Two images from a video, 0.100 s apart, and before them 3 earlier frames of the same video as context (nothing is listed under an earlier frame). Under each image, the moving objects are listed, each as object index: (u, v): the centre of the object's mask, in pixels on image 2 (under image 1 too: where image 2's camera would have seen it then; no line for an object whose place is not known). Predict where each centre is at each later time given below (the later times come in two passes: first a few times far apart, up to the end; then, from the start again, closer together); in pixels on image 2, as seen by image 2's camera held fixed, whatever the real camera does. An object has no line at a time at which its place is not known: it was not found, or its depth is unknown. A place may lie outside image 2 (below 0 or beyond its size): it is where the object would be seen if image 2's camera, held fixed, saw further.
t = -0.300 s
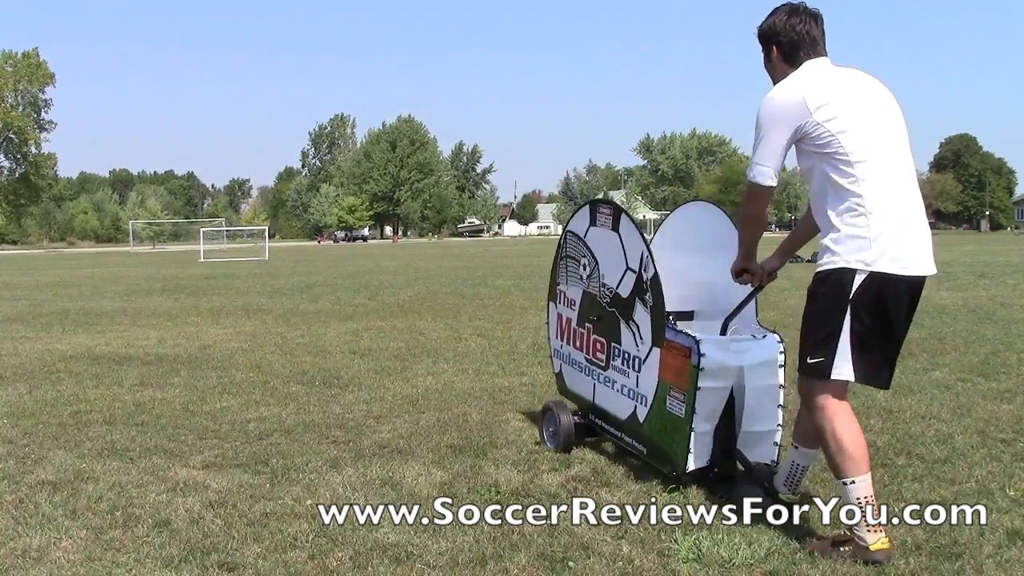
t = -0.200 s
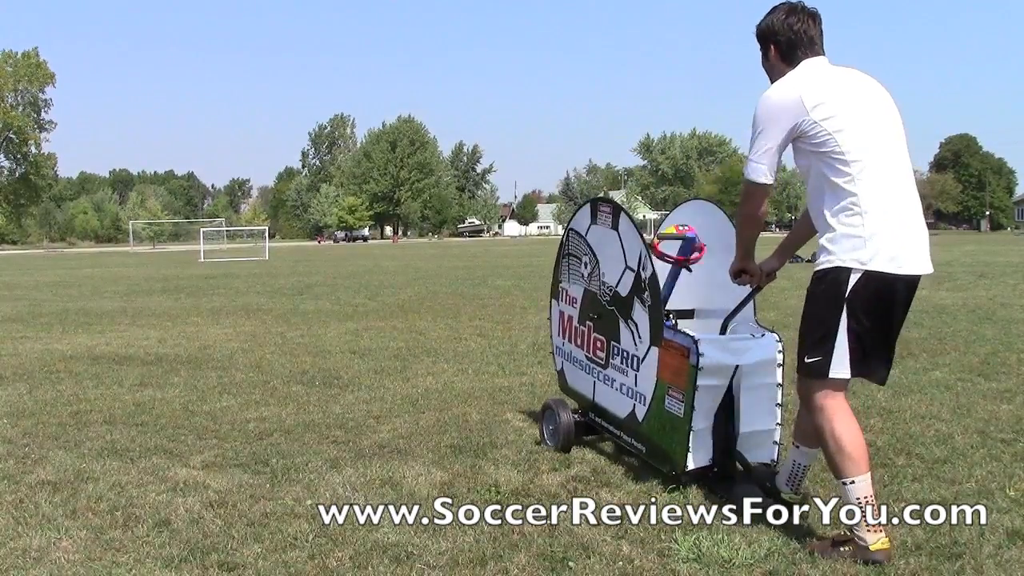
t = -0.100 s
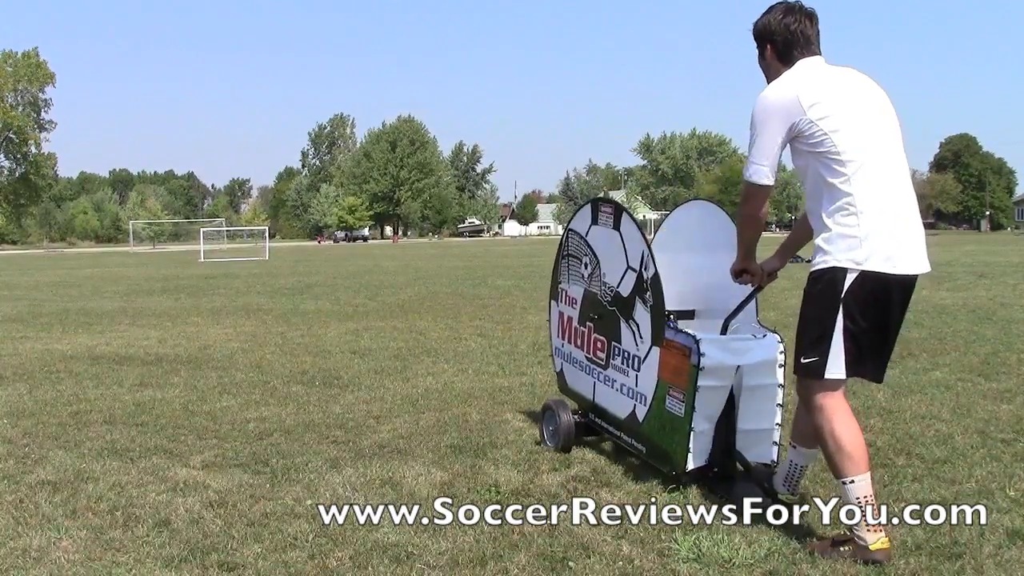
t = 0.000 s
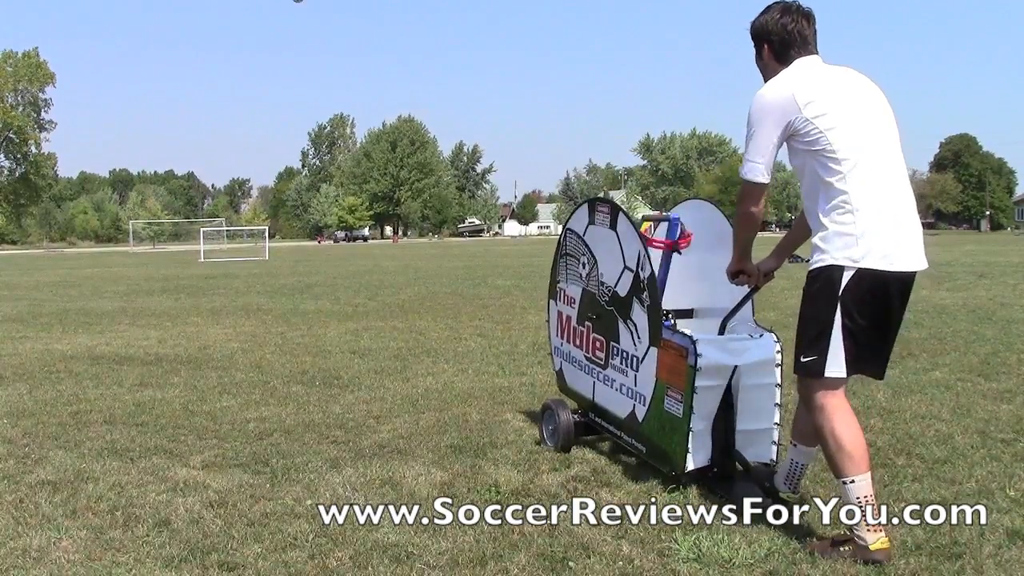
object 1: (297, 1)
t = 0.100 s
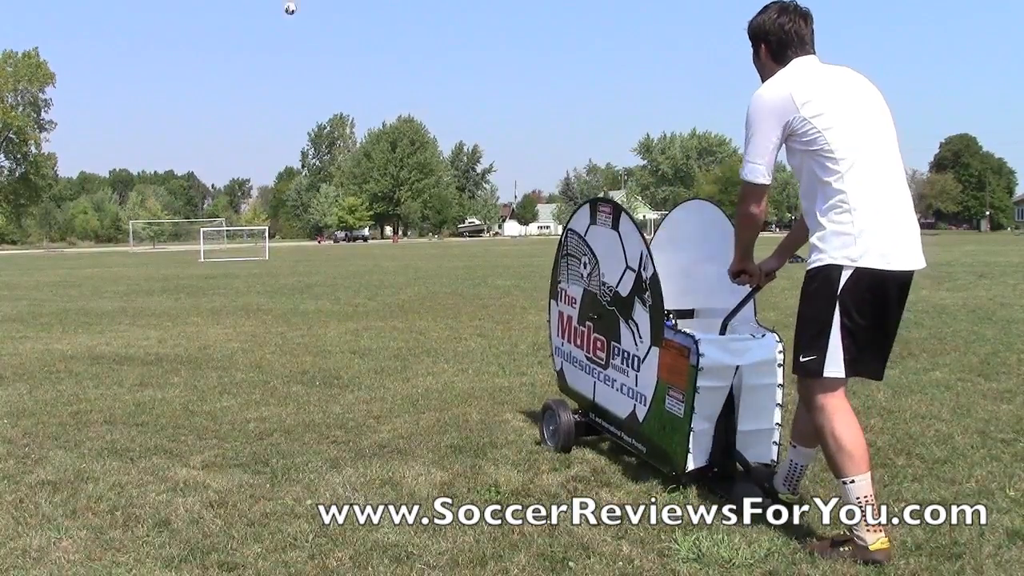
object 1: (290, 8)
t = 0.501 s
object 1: (271, 76)
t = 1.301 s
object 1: (254, 256)
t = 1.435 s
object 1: (252, 246)
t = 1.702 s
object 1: (248, 215)
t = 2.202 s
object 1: (243, 212)
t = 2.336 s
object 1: (242, 223)
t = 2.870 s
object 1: (237, 239)
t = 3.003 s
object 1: (235, 234)
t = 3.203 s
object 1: (233, 236)
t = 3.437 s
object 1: (232, 248)
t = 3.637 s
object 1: (230, 253)
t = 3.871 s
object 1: (229, 248)
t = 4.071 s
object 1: (227, 252)
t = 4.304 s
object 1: (226, 255)
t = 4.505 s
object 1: (223, 256)
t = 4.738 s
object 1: (222, 256)
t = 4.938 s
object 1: (221, 256)
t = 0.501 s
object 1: (271, 76)
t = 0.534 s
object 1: (270, 83)
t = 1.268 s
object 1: (255, 248)
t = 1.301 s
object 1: (254, 256)
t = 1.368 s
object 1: (254, 258)
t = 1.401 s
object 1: (252, 252)
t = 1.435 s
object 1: (252, 246)
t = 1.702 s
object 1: (248, 215)
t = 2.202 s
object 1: (243, 212)
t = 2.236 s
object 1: (243, 215)
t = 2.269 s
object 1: (243, 218)
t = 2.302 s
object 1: (242, 220)
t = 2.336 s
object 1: (242, 223)
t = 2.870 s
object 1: (237, 239)
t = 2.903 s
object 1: (236, 237)
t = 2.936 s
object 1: (236, 236)
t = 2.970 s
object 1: (236, 235)
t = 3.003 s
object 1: (235, 234)
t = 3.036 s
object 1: (235, 234)
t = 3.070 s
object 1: (235, 234)
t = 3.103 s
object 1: (234, 234)
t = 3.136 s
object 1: (234, 234)
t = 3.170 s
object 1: (233, 235)
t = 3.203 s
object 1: (233, 236)
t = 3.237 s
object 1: (233, 237)
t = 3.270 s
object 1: (233, 238)
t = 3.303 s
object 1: (232, 240)
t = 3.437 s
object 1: (232, 248)
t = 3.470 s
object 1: (231, 252)
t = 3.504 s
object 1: (231, 254)
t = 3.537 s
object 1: (230, 257)
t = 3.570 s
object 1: (230, 257)
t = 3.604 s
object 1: (231, 255)
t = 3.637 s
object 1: (230, 253)
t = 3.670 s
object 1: (229, 251)
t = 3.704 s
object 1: (230, 250)
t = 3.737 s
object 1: (229, 249)
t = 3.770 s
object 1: (229, 249)
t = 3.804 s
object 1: (229, 249)
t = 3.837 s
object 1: (229, 248)
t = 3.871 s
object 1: (229, 248)
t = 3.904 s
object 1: (228, 248)
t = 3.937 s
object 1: (228, 248)
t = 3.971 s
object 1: (228, 249)
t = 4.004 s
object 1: (228, 250)
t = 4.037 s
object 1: (227, 250)
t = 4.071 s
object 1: (227, 252)
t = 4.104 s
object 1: (227, 254)
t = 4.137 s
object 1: (227, 255)
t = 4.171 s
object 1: (227, 256)
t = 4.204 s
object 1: (227, 257)
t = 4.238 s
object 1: (226, 255)
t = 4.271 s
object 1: (226, 254)
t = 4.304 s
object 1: (226, 255)
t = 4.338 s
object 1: (225, 255)
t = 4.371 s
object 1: (225, 255)
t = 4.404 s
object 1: (225, 255)
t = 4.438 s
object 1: (225, 254)
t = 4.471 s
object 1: (224, 255)
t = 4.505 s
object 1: (223, 256)
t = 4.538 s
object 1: (223, 256)
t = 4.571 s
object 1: (222, 256)
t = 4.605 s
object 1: (222, 256)
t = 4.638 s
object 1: (222, 256)
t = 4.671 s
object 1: (222, 256)
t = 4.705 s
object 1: (223, 256)
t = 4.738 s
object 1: (222, 256)
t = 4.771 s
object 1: (221, 256)
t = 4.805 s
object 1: (221, 256)
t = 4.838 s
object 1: (221, 256)
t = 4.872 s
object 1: (221, 256)
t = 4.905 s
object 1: (221, 256)
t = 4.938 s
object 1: (221, 256)
